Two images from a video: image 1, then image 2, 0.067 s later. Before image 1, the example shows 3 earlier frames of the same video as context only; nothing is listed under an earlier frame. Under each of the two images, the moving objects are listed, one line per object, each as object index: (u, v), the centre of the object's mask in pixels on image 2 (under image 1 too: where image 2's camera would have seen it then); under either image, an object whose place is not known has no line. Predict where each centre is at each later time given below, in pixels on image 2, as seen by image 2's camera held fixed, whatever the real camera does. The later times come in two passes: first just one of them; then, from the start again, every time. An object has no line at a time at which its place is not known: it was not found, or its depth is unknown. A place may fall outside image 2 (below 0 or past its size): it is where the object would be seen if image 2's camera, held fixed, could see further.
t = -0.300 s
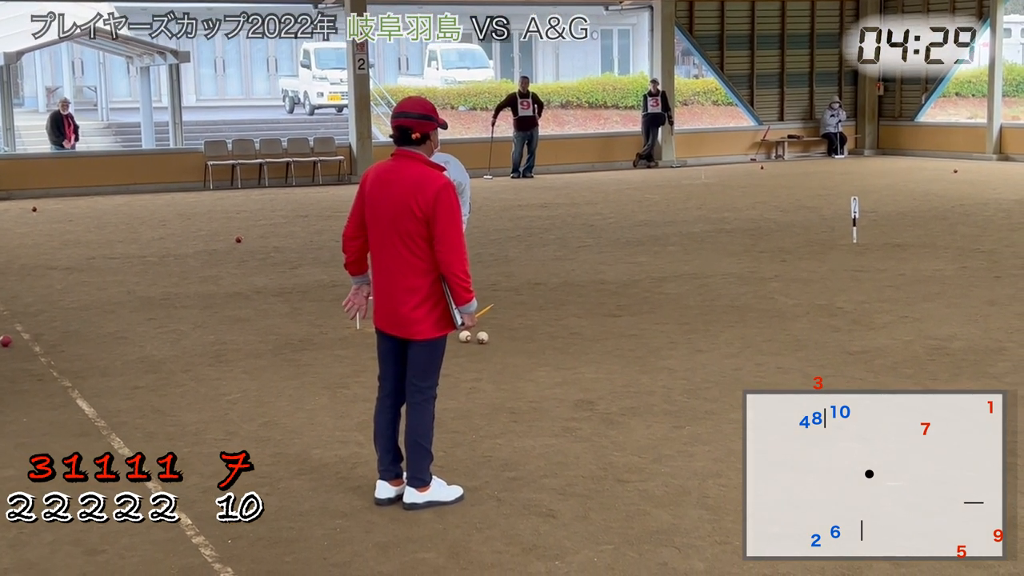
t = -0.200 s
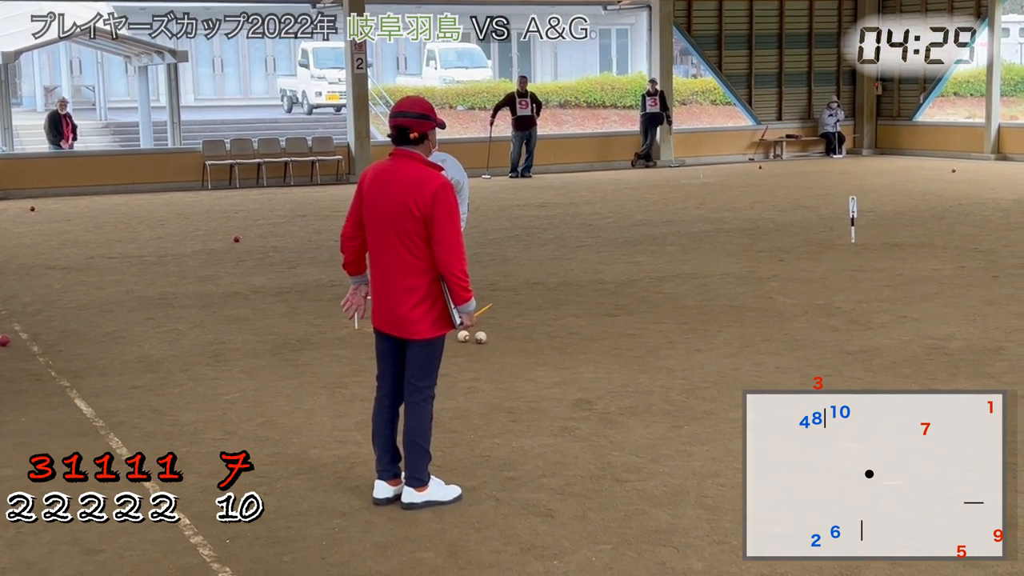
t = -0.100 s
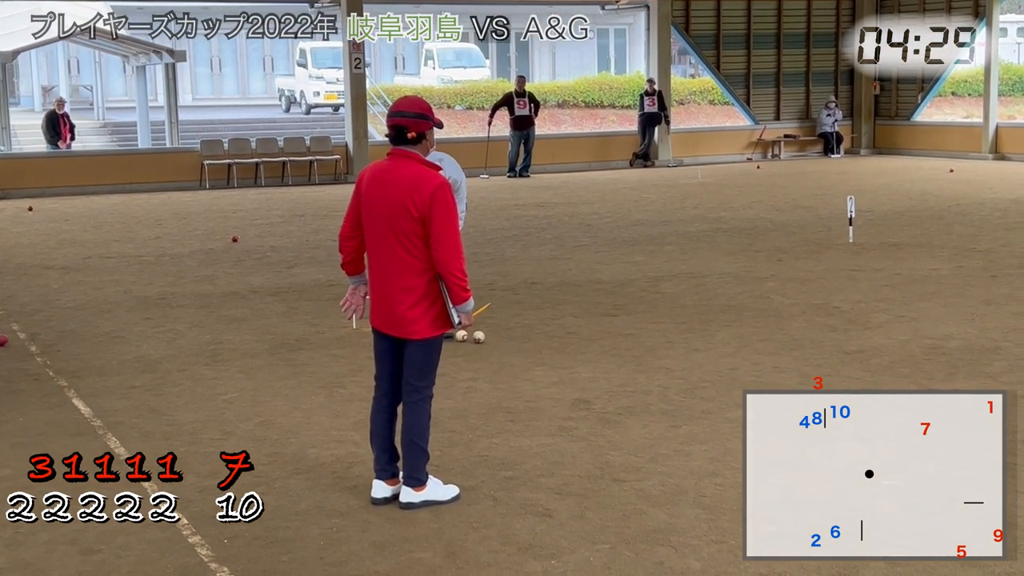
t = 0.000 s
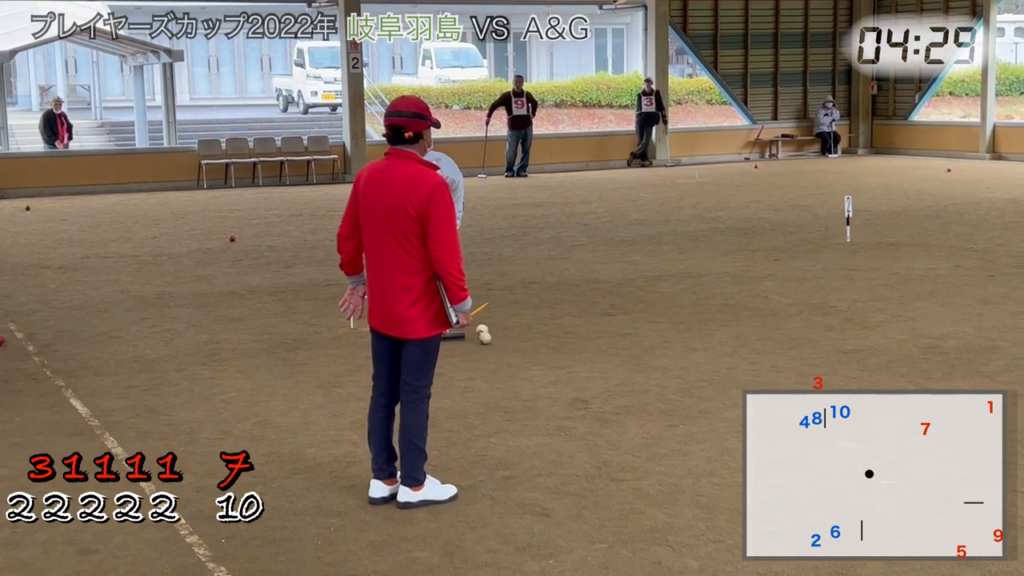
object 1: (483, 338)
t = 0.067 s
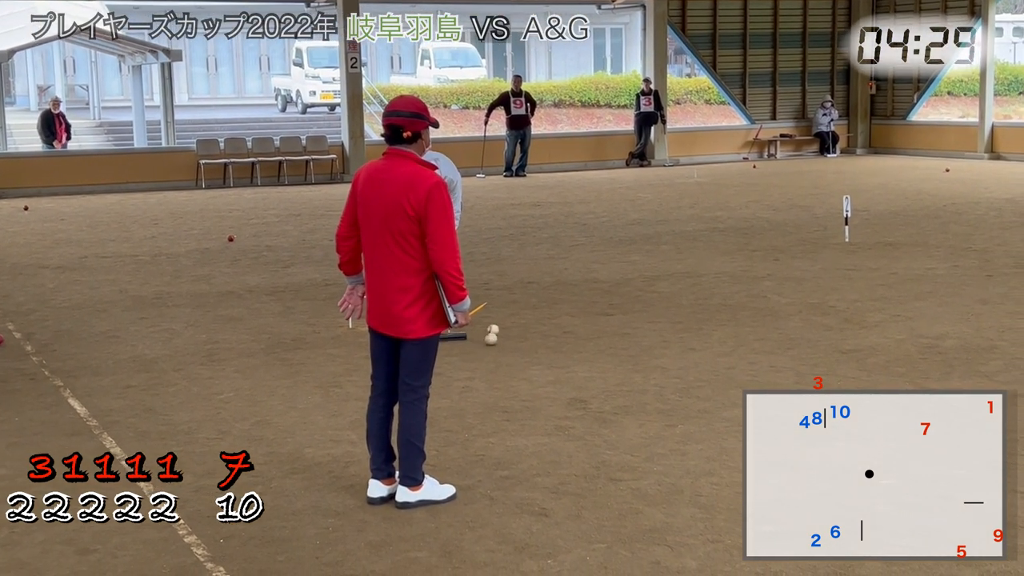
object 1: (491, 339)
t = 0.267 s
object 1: (510, 342)
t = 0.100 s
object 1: (494, 340)
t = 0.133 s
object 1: (497, 340)
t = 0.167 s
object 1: (501, 341)
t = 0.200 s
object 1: (504, 341)
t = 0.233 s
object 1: (507, 341)
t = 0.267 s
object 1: (510, 342)
